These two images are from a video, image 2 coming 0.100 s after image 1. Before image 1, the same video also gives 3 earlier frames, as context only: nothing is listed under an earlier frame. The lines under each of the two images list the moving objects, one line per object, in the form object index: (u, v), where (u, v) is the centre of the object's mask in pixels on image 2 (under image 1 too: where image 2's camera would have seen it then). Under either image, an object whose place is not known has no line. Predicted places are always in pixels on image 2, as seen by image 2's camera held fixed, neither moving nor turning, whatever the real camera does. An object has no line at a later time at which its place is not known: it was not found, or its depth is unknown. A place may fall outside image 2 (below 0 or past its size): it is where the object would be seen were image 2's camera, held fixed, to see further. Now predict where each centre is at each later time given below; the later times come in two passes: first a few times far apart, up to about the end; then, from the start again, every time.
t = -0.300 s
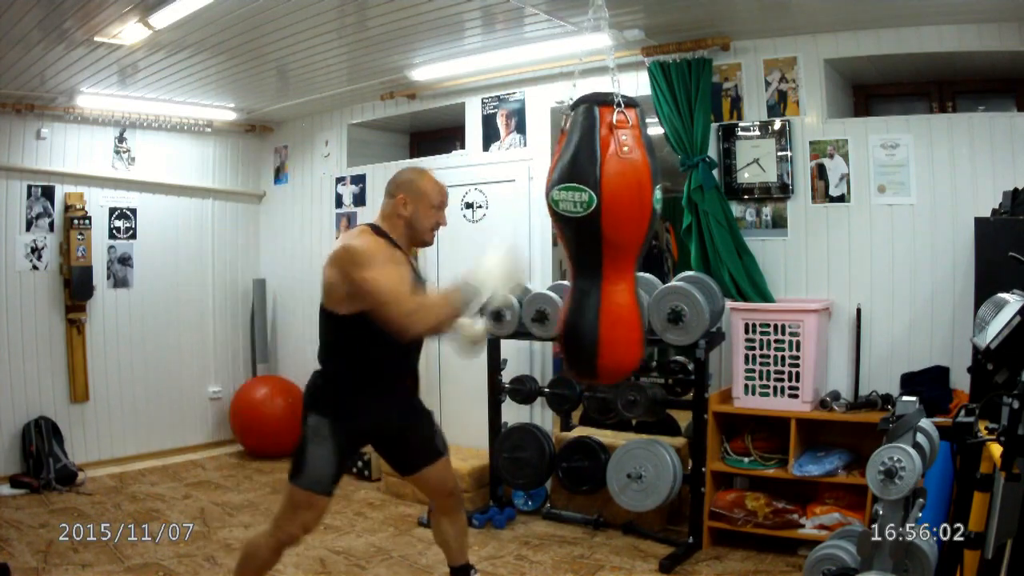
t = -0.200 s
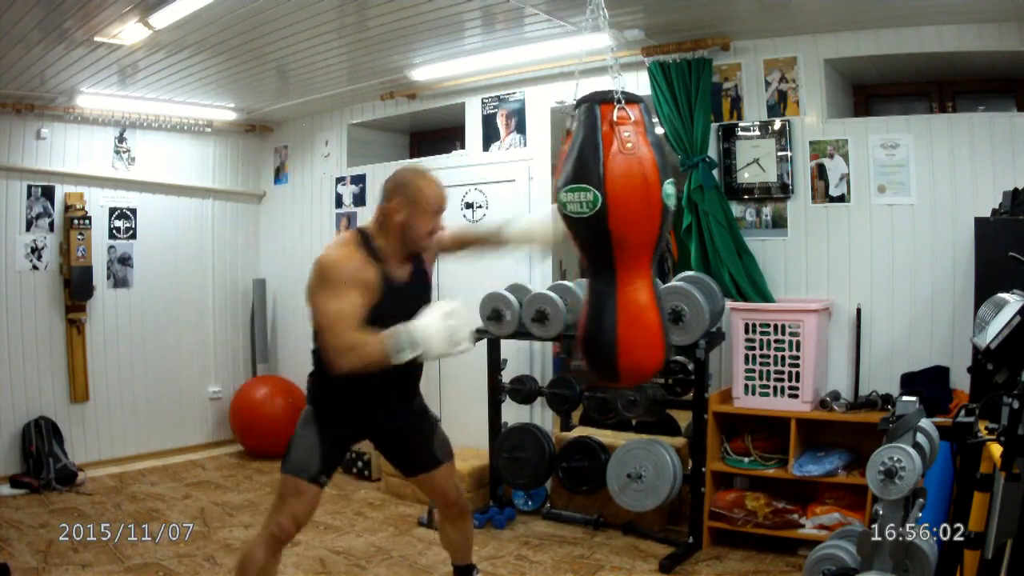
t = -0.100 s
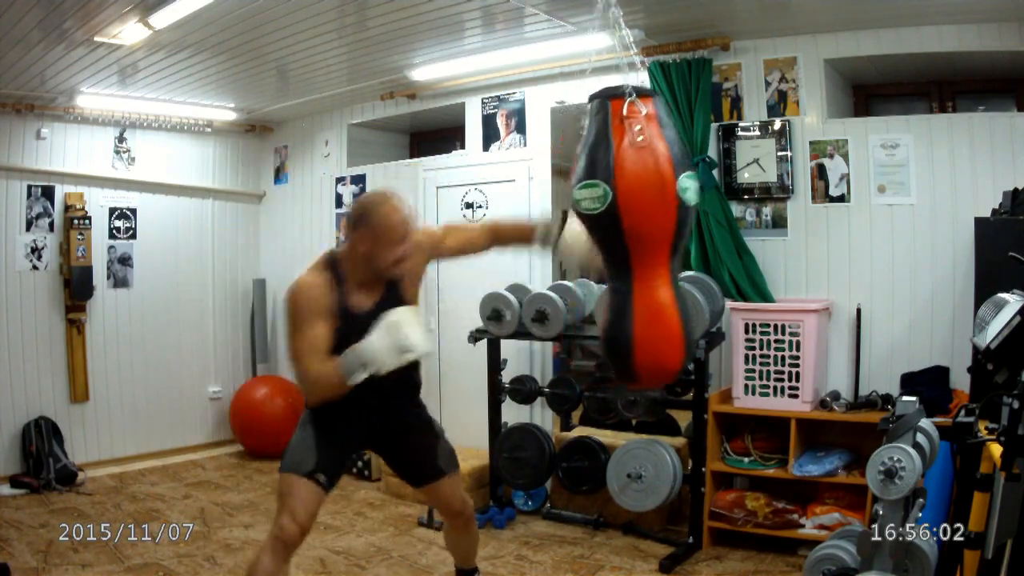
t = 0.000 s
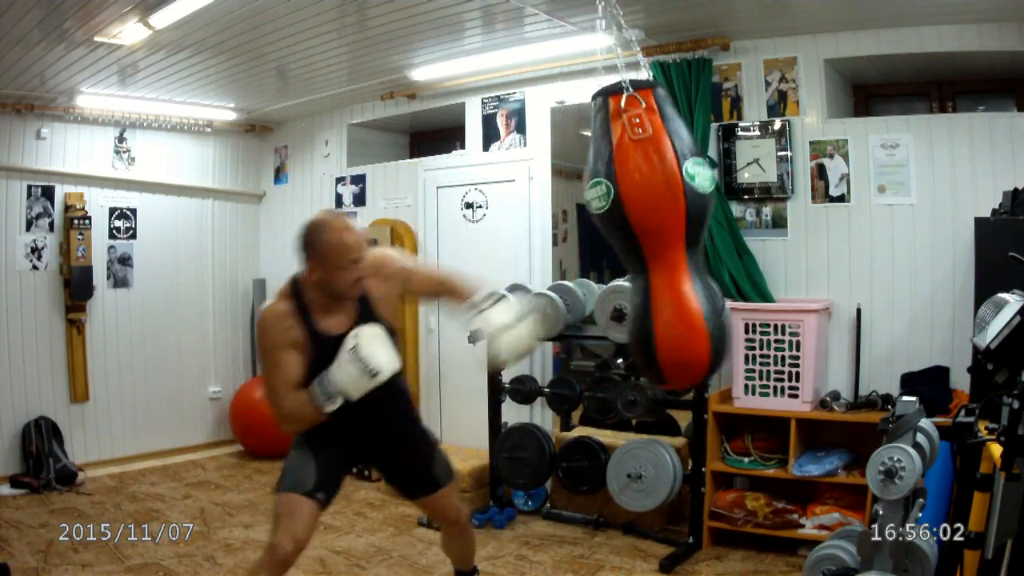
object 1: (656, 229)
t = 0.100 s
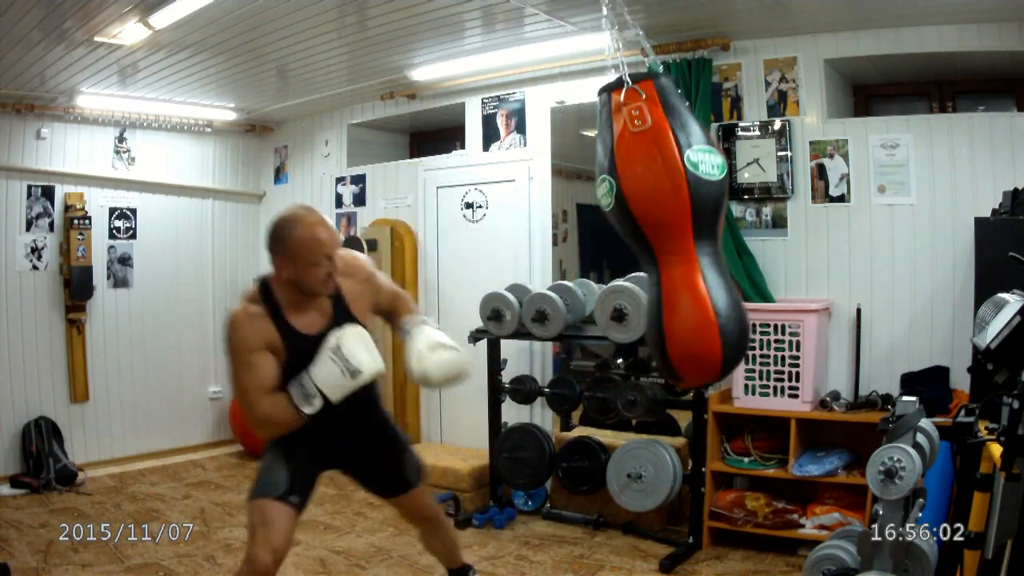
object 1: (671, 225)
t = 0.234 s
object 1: (678, 218)
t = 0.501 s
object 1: (652, 225)
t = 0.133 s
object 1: (675, 222)
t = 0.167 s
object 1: (676, 221)
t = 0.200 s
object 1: (678, 219)
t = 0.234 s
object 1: (678, 218)
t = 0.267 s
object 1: (679, 218)
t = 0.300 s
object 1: (678, 218)
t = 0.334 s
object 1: (675, 217)
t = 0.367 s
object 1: (672, 219)
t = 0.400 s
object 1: (669, 221)
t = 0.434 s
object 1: (664, 221)
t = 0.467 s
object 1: (659, 224)
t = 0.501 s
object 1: (652, 225)
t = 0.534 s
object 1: (645, 227)
